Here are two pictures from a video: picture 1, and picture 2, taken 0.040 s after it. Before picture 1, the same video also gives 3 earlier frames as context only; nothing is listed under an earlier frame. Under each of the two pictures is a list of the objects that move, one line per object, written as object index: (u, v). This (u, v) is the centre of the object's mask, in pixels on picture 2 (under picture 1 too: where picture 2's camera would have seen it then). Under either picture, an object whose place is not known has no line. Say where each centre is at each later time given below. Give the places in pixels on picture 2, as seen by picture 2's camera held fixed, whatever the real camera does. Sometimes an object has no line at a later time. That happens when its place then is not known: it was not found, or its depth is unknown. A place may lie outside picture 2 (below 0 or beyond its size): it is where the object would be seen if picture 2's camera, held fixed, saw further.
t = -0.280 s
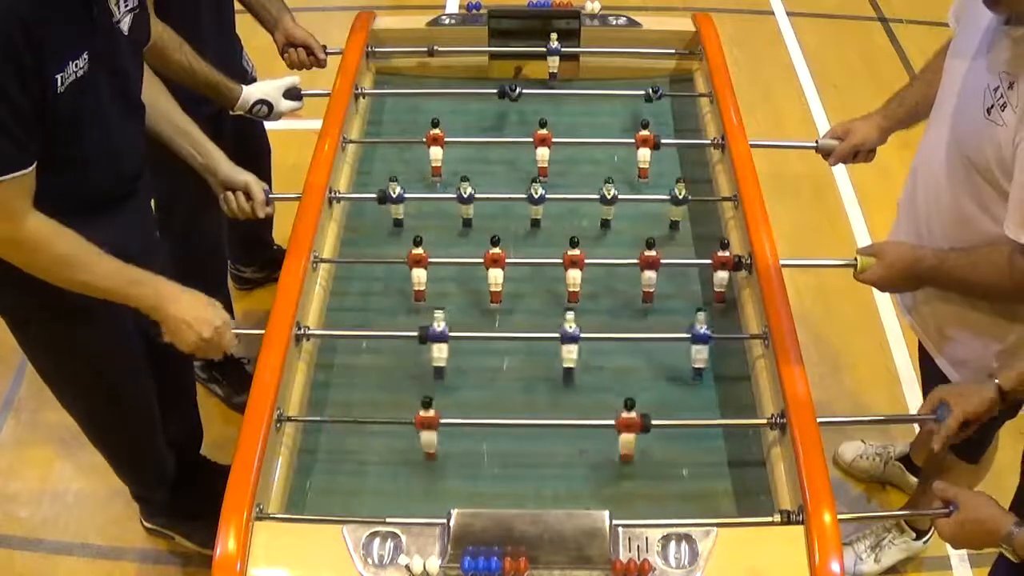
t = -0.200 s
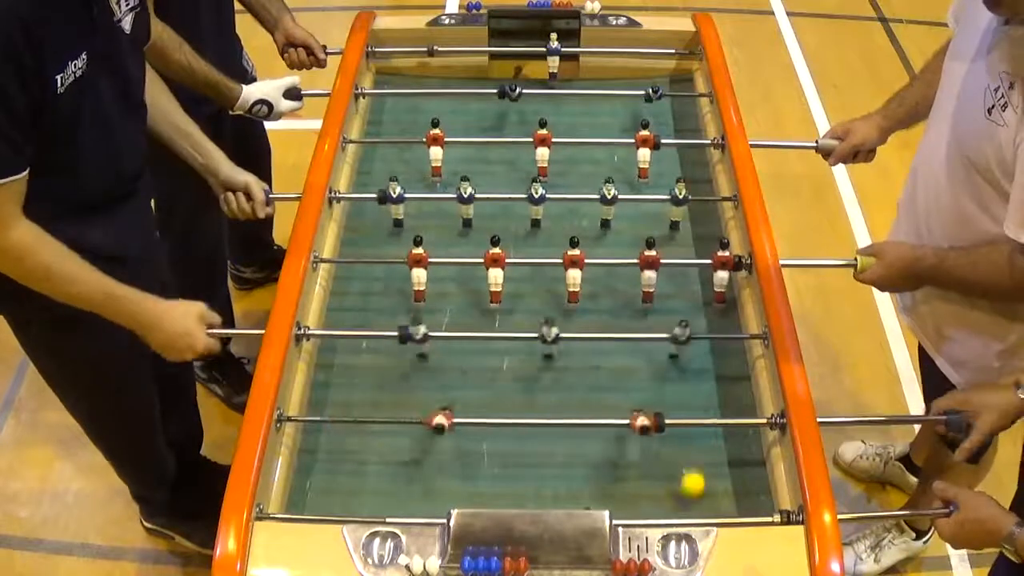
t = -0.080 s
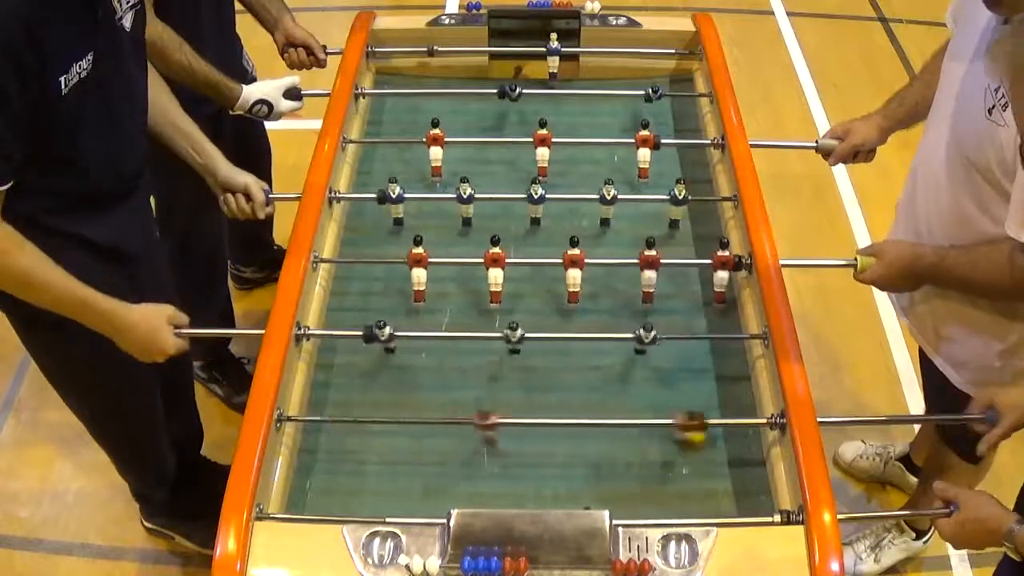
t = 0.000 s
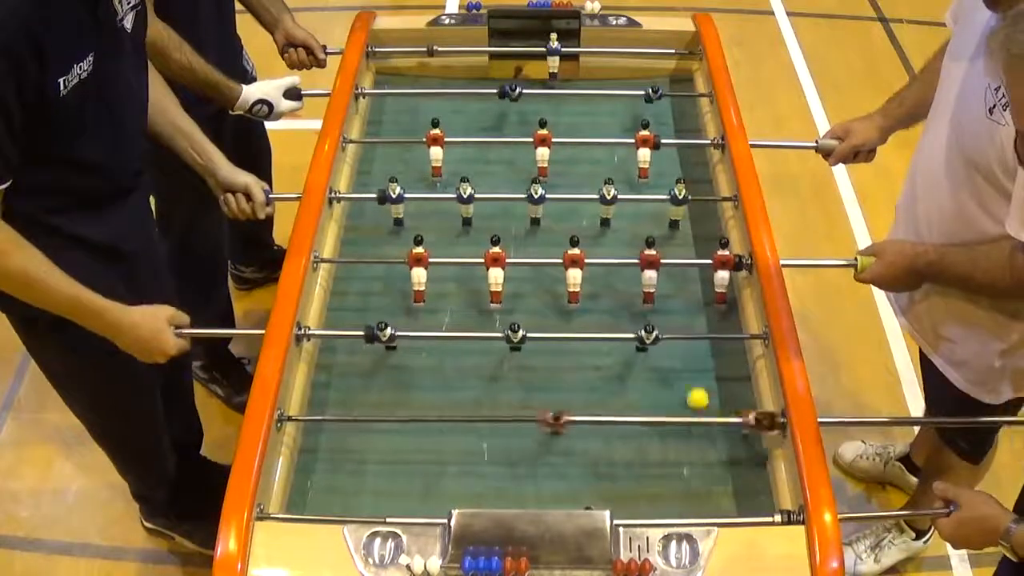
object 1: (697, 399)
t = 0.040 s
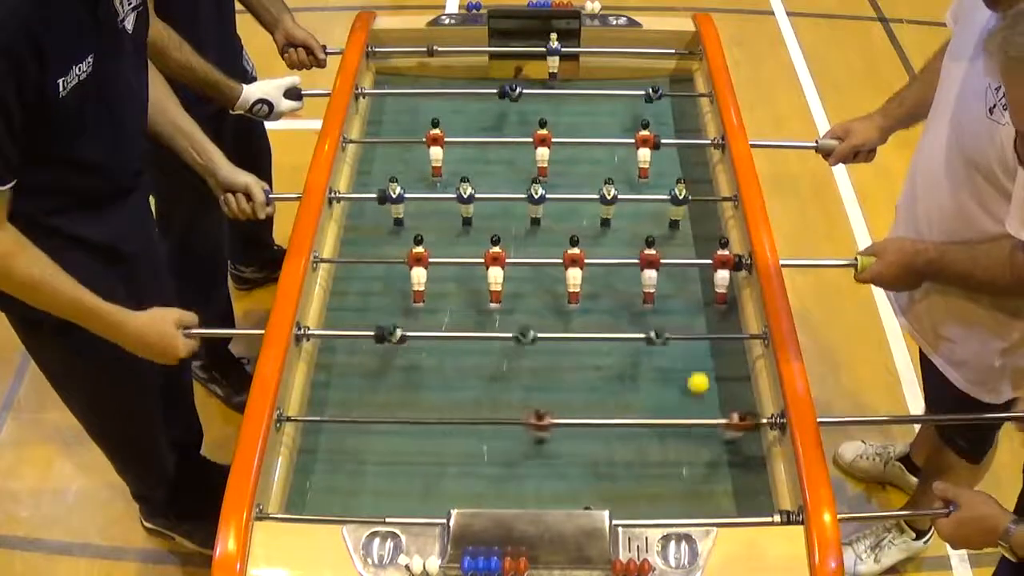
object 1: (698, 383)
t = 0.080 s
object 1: (698, 369)
